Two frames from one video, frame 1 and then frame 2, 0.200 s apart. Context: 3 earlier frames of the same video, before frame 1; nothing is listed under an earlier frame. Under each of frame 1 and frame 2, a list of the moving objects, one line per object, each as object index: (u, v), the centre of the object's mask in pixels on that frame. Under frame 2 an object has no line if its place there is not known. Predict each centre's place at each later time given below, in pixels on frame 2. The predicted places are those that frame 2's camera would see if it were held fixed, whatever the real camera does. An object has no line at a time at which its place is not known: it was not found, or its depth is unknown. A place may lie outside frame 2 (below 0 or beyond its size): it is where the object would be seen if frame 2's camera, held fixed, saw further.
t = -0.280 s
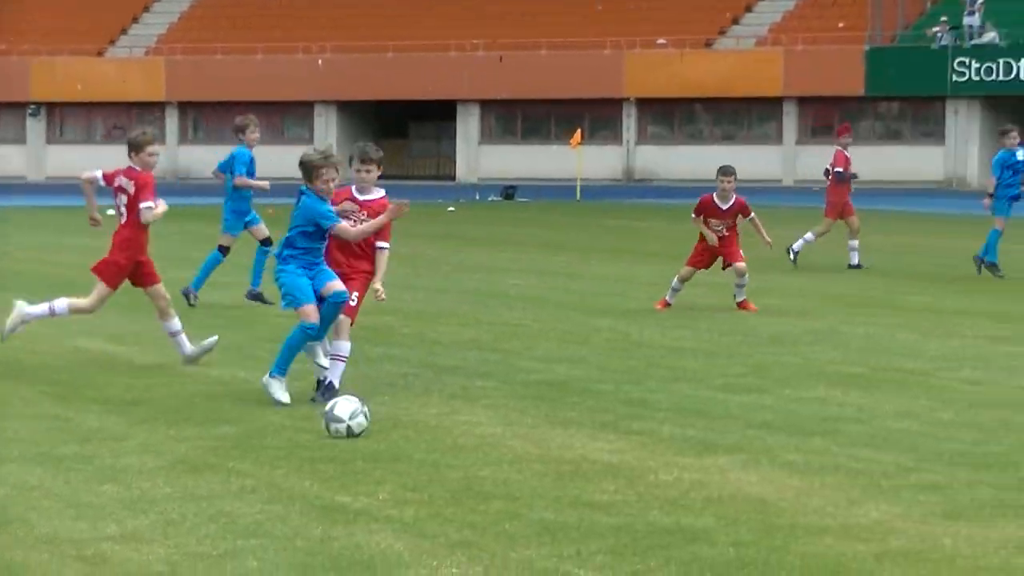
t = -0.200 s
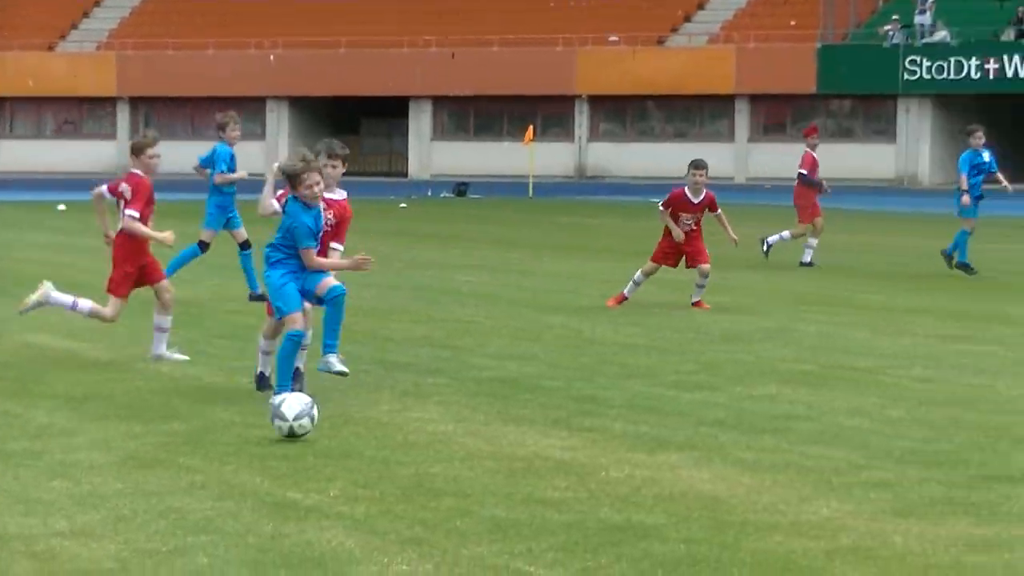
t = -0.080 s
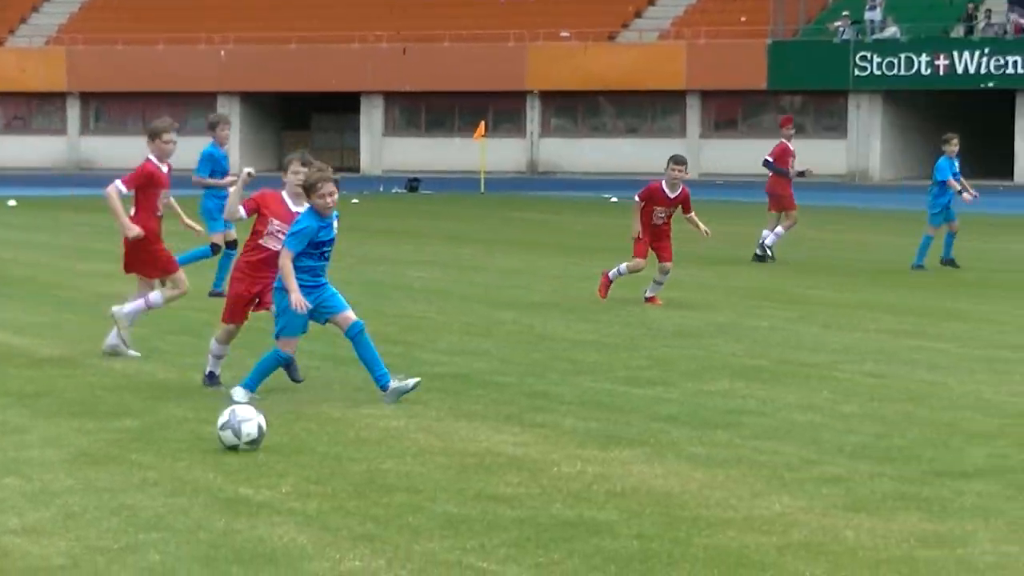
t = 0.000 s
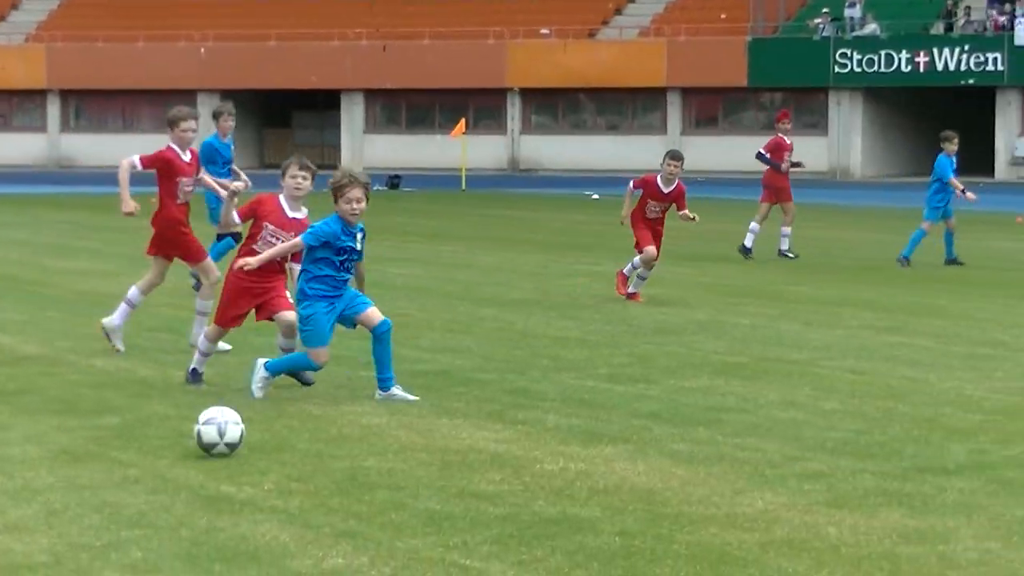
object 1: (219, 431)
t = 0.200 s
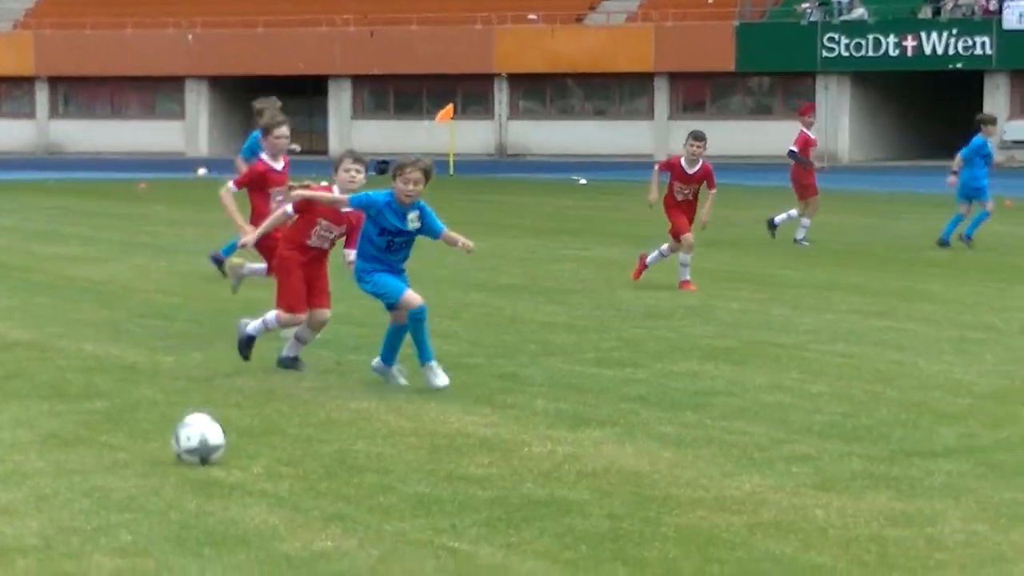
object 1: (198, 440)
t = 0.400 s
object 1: (186, 461)
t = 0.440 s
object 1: (185, 462)
